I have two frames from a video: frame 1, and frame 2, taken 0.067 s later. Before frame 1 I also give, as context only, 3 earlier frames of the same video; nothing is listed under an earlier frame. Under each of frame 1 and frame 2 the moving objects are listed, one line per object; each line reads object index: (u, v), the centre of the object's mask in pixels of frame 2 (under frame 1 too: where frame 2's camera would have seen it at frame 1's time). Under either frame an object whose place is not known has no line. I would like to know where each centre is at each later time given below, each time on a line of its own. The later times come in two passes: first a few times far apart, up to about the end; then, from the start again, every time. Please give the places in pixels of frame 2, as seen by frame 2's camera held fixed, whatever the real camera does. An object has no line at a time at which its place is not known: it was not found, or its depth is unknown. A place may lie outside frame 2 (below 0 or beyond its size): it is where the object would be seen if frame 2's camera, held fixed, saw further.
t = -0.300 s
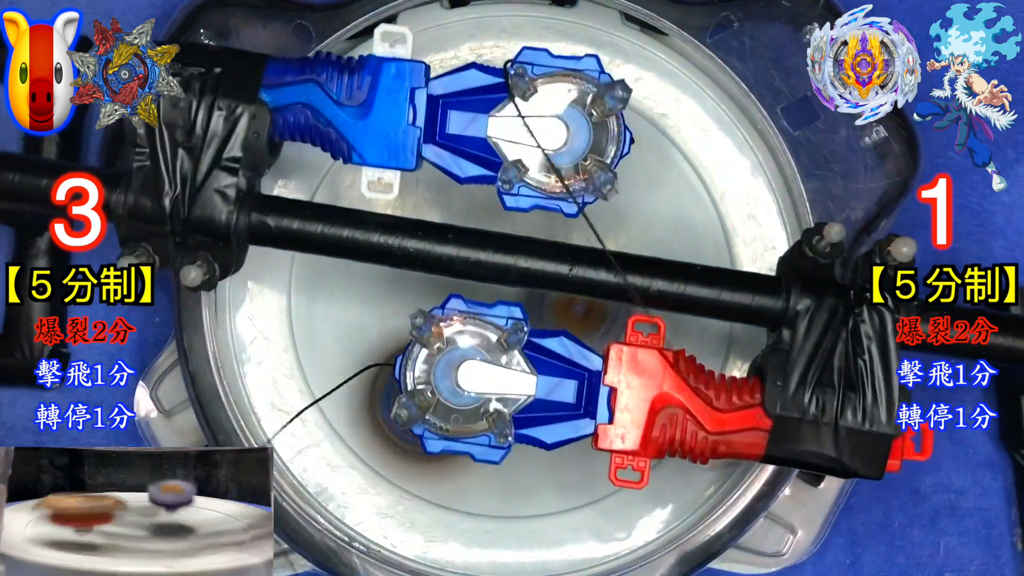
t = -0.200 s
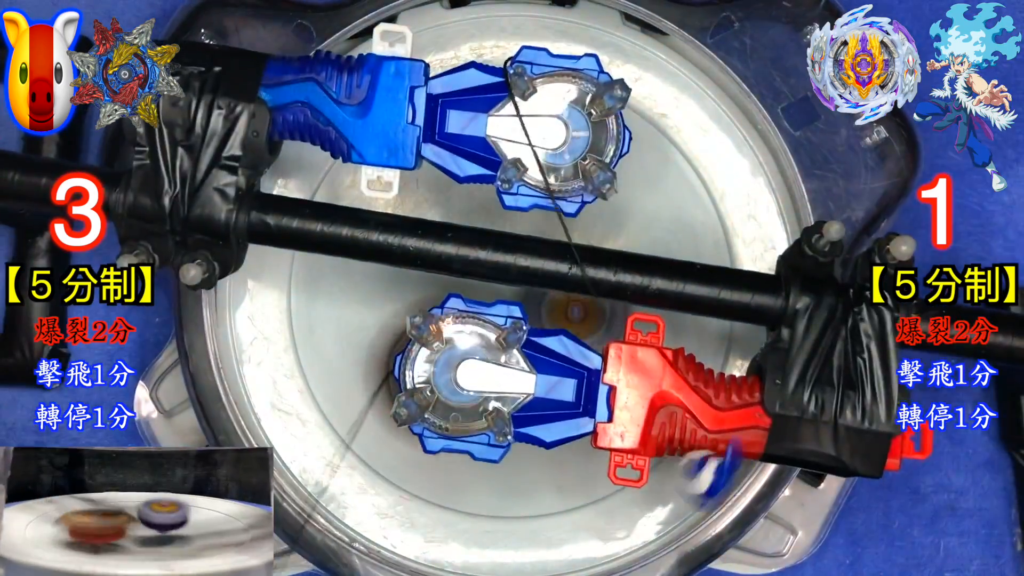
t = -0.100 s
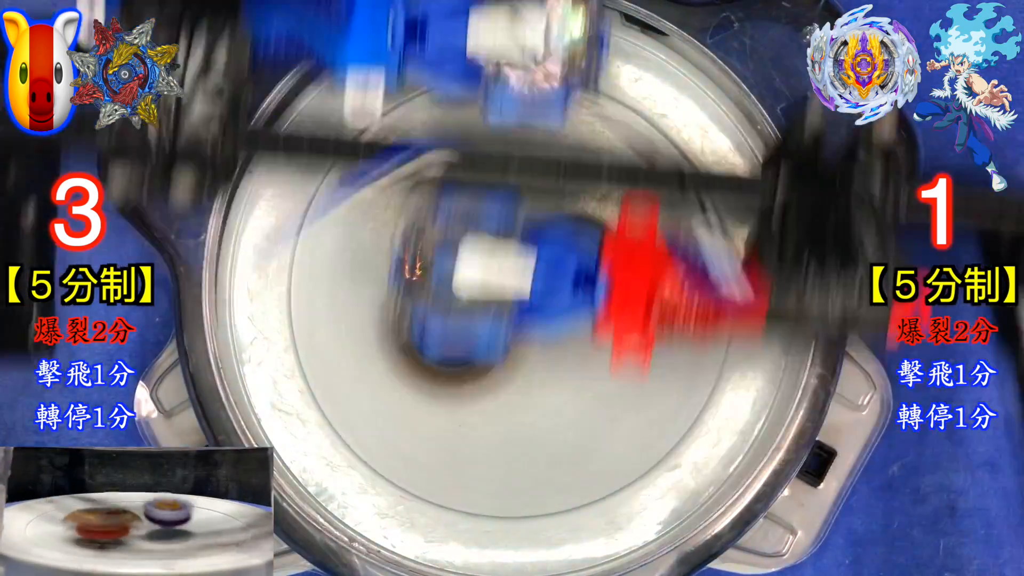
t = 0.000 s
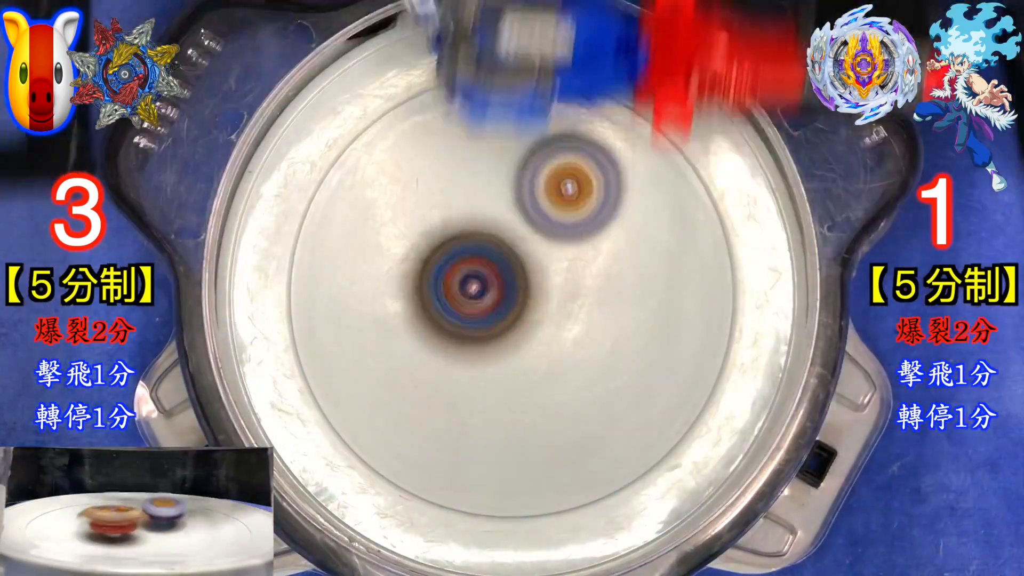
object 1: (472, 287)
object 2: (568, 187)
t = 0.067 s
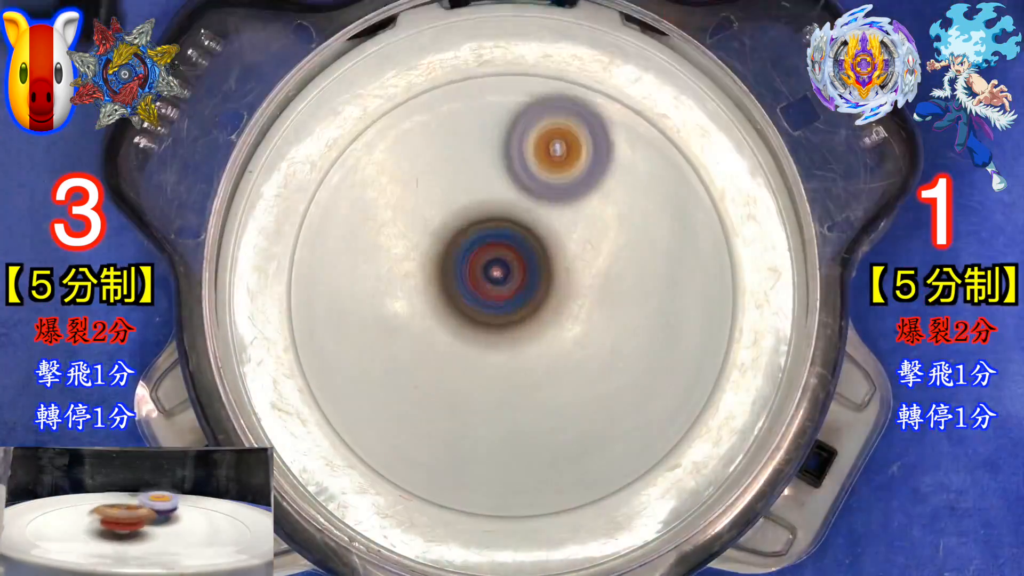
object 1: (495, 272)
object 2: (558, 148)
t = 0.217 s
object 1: (557, 295)
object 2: (540, 138)
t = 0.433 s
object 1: (573, 409)
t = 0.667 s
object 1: (422, 402)
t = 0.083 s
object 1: (502, 273)
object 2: (555, 140)
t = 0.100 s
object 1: (509, 273)
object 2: (552, 133)
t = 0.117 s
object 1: (516, 275)
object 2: (550, 129)
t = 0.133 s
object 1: (523, 276)
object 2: (548, 125)
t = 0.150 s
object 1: (531, 278)
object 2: (545, 125)
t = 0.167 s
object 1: (538, 282)
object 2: (543, 125)
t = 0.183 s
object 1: (546, 285)
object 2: (541, 128)
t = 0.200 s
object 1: (551, 290)
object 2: (540, 131)
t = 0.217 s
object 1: (557, 295)
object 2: (540, 138)
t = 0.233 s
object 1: (563, 300)
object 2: (540, 145)
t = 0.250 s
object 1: (567, 307)
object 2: (541, 154)
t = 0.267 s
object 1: (570, 314)
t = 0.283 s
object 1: (573, 321)
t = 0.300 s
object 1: (574, 329)
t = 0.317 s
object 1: (576, 337)
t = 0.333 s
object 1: (579, 347)
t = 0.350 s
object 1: (581, 358)
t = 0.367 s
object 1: (582, 369)
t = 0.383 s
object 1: (582, 380)
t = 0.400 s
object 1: (580, 390)
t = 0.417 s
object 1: (578, 400)
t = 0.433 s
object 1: (573, 409)
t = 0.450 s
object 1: (568, 417)
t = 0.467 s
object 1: (561, 425)
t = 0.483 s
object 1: (553, 432)
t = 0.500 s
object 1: (545, 437)
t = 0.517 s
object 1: (534, 441)
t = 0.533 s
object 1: (524, 442)
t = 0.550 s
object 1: (512, 443)
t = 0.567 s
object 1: (499, 443)
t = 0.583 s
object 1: (487, 440)
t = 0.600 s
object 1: (473, 436)
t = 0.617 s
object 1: (460, 431)
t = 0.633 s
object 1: (446, 422)
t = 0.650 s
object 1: (433, 413)
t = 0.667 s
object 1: (422, 402)
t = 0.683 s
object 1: (417, 393)
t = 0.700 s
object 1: (418, 384)
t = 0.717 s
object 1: (421, 375)
